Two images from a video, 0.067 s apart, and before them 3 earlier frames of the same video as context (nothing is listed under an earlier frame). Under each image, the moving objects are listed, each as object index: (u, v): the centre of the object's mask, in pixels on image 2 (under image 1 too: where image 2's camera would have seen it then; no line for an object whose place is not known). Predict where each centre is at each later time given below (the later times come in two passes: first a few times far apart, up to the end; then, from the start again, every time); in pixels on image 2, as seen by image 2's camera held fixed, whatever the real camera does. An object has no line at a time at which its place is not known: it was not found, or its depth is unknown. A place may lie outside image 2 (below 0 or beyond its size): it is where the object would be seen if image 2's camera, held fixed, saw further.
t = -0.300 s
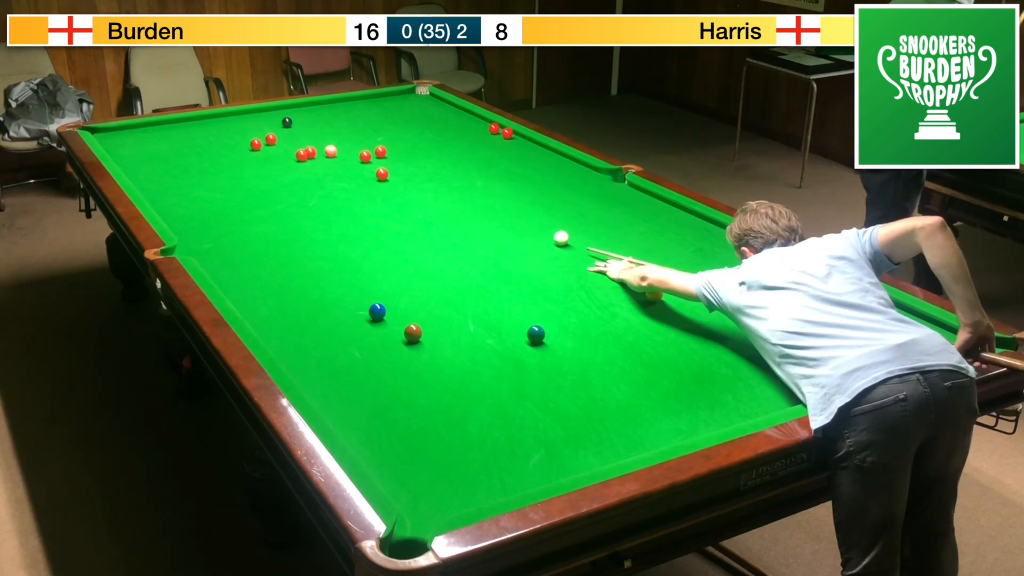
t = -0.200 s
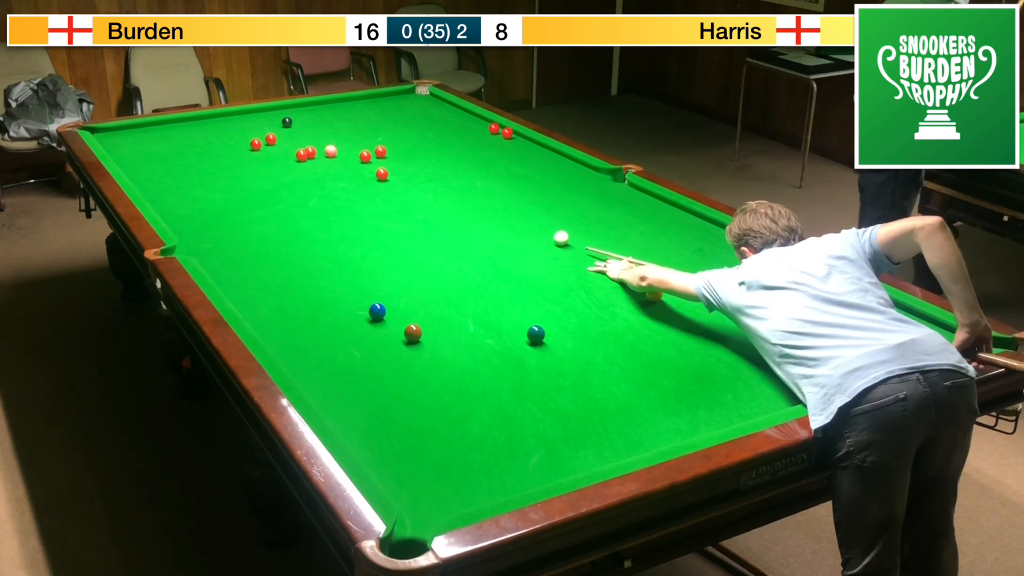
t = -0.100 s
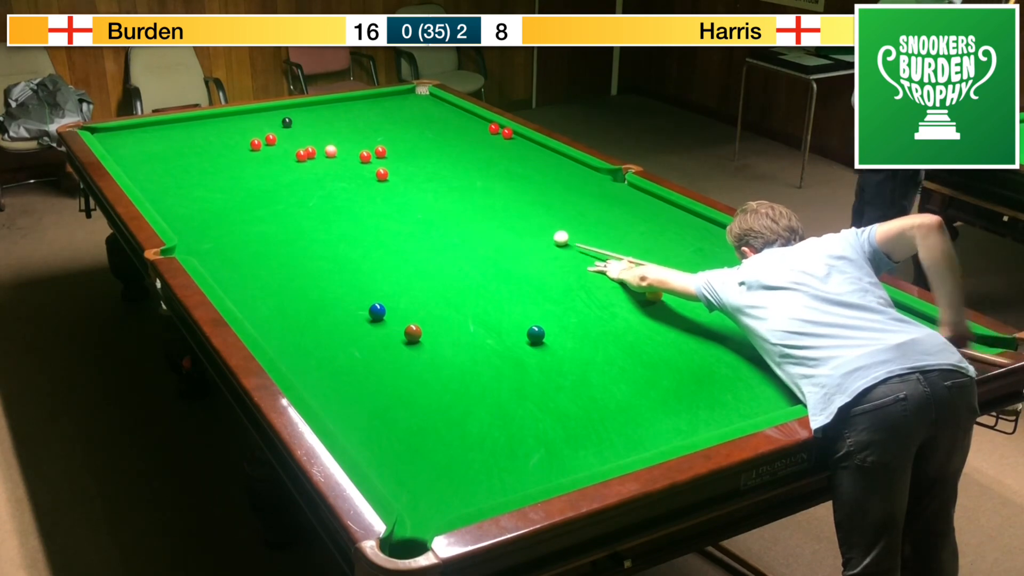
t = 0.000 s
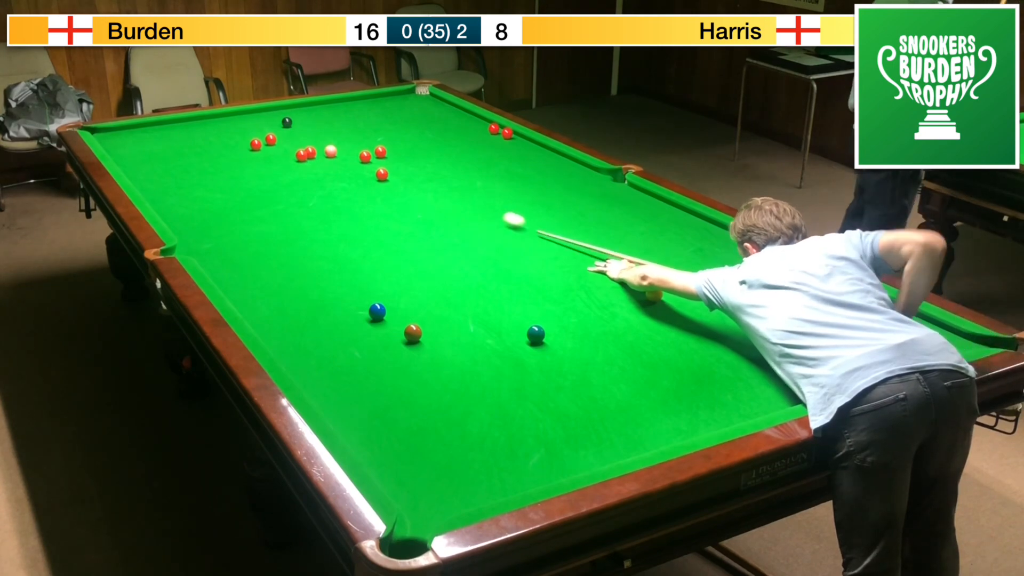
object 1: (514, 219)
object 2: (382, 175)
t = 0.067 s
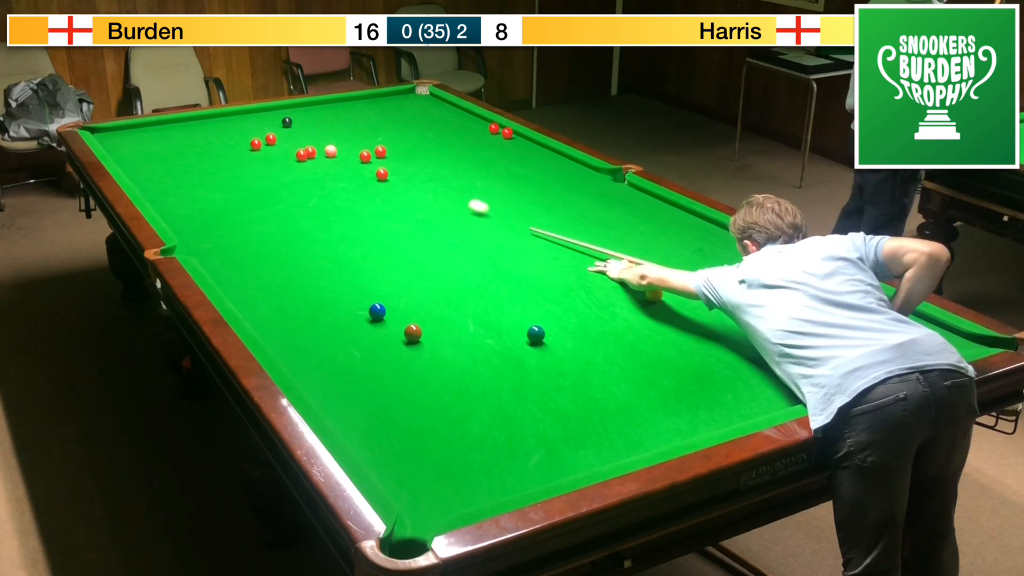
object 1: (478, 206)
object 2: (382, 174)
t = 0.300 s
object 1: (395, 173)
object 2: (370, 172)
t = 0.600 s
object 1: (410, 160)
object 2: (275, 157)
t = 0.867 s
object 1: (421, 149)
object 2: (209, 145)
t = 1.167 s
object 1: (432, 139)
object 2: (142, 134)
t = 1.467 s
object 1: (442, 129)
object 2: (97, 134)
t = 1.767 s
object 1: (450, 121)
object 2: (126, 140)
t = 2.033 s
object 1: (458, 115)
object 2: (150, 145)
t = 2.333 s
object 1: (459, 109)
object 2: (177, 150)
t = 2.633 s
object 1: (443, 107)
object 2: (205, 155)
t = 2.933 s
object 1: (430, 106)
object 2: (228, 160)
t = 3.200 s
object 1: (421, 105)
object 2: (247, 164)
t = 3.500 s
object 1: (411, 104)
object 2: (267, 168)
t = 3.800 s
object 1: (404, 103)
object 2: (285, 171)
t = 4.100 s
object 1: (398, 103)
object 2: (301, 175)
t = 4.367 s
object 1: (395, 102)
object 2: (315, 178)
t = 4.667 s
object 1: (393, 102)
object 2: (327, 181)
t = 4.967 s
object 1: (392, 102)
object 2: (338, 183)
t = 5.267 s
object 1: (392, 102)
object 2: (347, 185)
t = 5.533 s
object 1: (392, 102)
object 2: (354, 187)
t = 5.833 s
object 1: (392, 102)
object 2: (359, 188)
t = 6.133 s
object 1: (392, 102)
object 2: (363, 189)
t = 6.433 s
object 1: (392, 102)
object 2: (365, 189)
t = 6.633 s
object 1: (392, 102)
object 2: (366, 189)
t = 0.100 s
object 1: (462, 200)
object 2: (382, 174)
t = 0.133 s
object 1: (447, 195)
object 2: (382, 174)
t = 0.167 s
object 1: (433, 189)
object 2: (382, 174)
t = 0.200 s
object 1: (419, 184)
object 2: (382, 174)
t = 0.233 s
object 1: (407, 180)
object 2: (382, 175)
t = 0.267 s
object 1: (395, 175)
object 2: (382, 174)
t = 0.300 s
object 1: (395, 173)
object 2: (370, 172)
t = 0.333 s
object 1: (398, 172)
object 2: (357, 170)
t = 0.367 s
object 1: (399, 170)
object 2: (345, 168)
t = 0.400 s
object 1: (401, 168)
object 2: (333, 166)
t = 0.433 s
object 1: (403, 167)
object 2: (322, 164)
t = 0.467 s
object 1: (404, 165)
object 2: (312, 163)
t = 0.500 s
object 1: (406, 164)
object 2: (302, 161)
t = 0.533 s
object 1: (407, 163)
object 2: (292, 159)
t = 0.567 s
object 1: (408, 161)
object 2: (284, 158)
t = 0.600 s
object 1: (410, 160)
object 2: (275, 157)
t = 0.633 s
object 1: (411, 158)
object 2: (267, 155)
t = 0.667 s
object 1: (413, 157)
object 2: (258, 154)
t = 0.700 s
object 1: (414, 156)
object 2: (249, 152)
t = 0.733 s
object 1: (416, 154)
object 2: (241, 151)
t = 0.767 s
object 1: (417, 153)
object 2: (233, 149)
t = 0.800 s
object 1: (418, 152)
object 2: (225, 148)
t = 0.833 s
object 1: (420, 151)
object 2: (217, 147)
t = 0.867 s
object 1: (421, 149)
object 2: (209, 145)
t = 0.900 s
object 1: (422, 148)
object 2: (202, 144)
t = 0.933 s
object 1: (423, 147)
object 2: (194, 143)
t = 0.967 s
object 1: (425, 146)
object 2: (186, 142)
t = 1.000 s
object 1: (426, 144)
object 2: (179, 140)
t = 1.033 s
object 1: (427, 143)
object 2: (171, 139)
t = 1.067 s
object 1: (428, 142)
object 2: (164, 138)
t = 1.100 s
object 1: (429, 141)
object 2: (157, 137)
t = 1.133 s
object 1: (431, 140)
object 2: (149, 135)
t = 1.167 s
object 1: (432, 139)
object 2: (142, 134)
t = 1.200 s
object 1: (433, 138)
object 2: (135, 133)
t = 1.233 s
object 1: (434, 137)
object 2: (128, 132)
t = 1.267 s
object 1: (435, 136)
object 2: (122, 131)
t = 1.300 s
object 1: (436, 134)
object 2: (115, 130)
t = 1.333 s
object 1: (437, 133)
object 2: (108, 129)
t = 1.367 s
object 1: (438, 132)
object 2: (105, 131)
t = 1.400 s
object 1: (440, 131)
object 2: (102, 132)
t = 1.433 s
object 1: (441, 130)
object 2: (100, 133)
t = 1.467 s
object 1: (442, 129)
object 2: (97, 134)
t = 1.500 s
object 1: (443, 128)
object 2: (100, 135)
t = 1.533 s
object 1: (444, 128)
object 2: (103, 136)
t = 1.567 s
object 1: (445, 126)
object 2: (106, 137)
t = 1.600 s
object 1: (446, 126)
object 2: (109, 137)
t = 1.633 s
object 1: (447, 125)
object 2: (113, 138)
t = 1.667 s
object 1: (448, 124)
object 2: (116, 138)
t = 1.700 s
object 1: (448, 123)
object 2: (119, 139)
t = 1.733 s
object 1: (450, 122)
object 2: (122, 139)
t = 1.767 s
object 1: (450, 121)
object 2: (126, 140)
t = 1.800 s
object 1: (451, 120)
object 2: (129, 141)
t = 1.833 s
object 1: (452, 119)
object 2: (132, 141)
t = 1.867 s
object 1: (453, 119)
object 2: (135, 142)
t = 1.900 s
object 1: (454, 118)
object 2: (138, 142)
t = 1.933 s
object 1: (455, 117)
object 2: (141, 143)
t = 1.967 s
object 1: (456, 116)
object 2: (144, 143)
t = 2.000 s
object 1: (457, 115)
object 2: (147, 144)
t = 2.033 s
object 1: (458, 115)
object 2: (150, 145)
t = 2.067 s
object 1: (458, 114)
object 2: (153, 145)
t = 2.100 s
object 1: (459, 113)
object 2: (156, 146)
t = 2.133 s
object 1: (460, 112)
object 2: (159, 146)
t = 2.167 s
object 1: (461, 112)
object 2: (162, 147)
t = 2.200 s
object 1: (461, 111)
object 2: (165, 147)
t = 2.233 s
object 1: (462, 110)
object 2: (168, 148)
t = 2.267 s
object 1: (462, 110)
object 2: (171, 148)
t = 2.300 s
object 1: (460, 109)
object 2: (174, 149)
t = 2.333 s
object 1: (459, 109)
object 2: (177, 150)
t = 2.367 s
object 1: (457, 109)
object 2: (180, 150)
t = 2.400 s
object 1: (455, 109)
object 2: (183, 151)
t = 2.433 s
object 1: (454, 109)
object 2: (186, 151)
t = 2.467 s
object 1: (452, 108)
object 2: (189, 152)
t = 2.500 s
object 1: (450, 108)
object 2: (191, 152)
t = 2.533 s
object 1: (449, 108)
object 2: (194, 153)
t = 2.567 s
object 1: (446, 108)
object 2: (200, 154)
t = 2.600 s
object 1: (444, 108)
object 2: (202, 154)
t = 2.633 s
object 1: (443, 107)
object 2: (205, 155)
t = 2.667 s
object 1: (441, 107)
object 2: (208, 155)
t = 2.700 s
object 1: (440, 107)
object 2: (210, 156)
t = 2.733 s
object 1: (438, 107)
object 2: (213, 157)
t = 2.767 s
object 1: (437, 107)
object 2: (216, 157)
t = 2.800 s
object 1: (436, 106)
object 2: (218, 158)
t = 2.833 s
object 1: (434, 106)
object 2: (221, 158)
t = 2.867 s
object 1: (433, 106)
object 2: (223, 159)
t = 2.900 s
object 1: (432, 106)
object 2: (226, 159)
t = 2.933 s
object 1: (430, 106)
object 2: (228, 160)
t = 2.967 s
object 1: (429, 106)
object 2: (231, 160)
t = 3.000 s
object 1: (428, 105)
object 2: (233, 160)
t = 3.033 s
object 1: (427, 105)
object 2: (236, 161)
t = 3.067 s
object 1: (425, 105)
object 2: (238, 162)
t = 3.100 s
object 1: (424, 105)
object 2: (240, 162)
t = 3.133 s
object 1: (423, 105)
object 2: (243, 163)
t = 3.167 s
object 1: (422, 105)
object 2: (245, 163)
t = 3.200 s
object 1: (421, 105)
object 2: (247, 164)
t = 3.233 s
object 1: (420, 105)
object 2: (250, 164)
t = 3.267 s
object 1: (418, 104)
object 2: (252, 165)
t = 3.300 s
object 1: (417, 104)
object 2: (254, 165)
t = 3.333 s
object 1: (416, 104)
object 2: (256, 165)
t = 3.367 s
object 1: (415, 104)
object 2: (259, 166)
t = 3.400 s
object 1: (414, 104)
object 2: (261, 166)
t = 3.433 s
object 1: (413, 104)
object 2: (263, 167)
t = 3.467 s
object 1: (412, 104)
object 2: (265, 167)
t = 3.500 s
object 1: (411, 104)
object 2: (267, 168)
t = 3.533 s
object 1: (411, 104)
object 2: (269, 168)
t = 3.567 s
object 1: (410, 104)
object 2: (271, 168)
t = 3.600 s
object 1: (409, 104)
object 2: (274, 169)
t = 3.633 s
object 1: (408, 103)
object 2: (275, 169)
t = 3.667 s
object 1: (407, 103)
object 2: (278, 170)
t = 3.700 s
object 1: (406, 103)
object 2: (279, 170)
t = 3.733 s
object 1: (406, 103)
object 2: (282, 171)
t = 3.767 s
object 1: (405, 103)
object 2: (283, 171)
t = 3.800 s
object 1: (404, 103)
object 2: (285, 171)
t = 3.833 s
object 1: (403, 103)
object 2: (287, 172)
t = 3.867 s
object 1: (403, 103)
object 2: (289, 172)
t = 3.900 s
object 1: (402, 103)
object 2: (291, 173)
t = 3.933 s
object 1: (401, 103)
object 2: (293, 173)
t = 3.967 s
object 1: (401, 103)
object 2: (295, 173)
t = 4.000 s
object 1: (400, 103)
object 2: (296, 174)
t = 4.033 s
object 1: (399, 103)
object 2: (298, 174)
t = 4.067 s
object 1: (399, 103)
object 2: (300, 175)
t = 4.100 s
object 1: (398, 103)
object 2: (301, 175)
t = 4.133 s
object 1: (398, 103)
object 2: (303, 176)
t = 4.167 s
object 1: (397, 103)
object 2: (305, 176)
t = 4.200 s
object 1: (397, 103)
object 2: (307, 176)
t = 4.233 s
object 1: (397, 103)
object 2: (308, 176)
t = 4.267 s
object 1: (396, 102)
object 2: (310, 177)
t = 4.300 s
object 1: (396, 103)
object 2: (311, 177)
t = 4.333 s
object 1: (395, 102)
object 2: (313, 178)
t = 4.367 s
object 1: (395, 102)
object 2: (315, 178)
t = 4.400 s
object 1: (395, 102)
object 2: (316, 178)
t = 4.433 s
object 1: (394, 102)
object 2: (317, 178)
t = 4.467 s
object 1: (394, 102)
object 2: (319, 179)
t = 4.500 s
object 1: (394, 103)
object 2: (320, 179)
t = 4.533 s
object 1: (394, 102)
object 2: (322, 180)
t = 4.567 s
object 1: (393, 102)
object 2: (323, 180)
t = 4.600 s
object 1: (393, 102)
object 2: (324, 180)
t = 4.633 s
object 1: (393, 102)
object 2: (326, 180)
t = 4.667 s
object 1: (393, 102)
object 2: (327, 181)
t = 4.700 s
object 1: (393, 102)
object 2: (328, 181)
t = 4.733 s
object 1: (393, 102)
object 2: (330, 181)
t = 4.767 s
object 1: (393, 102)
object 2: (331, 182)
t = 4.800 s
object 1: (393, 102)
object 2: (332, 182)
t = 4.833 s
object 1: (392, 102)
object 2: (333, 182)
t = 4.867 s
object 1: (392, 102)
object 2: (335, 182)
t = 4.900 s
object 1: (392, 102)
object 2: (336, 183)
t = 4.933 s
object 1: (392, 102)
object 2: (337, 183)
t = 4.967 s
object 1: (392, 102)
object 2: (338, 183)
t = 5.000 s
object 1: (392, 102)
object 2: (339, 184)
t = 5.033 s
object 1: (392, 102)
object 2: (340, 184)
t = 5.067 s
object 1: (392, 102)
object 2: (341, 184)
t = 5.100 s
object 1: (392, 102)
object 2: (342, 184)
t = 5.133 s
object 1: (392, 102)
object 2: (343, 184)
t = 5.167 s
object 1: (392, 102)
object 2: (345, 185)
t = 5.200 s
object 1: (392, 102)
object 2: (346, 185)
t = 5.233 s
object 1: (392, 102)
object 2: (346, 185)
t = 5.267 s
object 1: (392, 102)
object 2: (347, 185)
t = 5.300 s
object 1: (392, 102)
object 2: (348, 185)
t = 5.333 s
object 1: (392, 102)
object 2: (349, 186)
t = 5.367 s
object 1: (392, 102)
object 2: (350, 186)
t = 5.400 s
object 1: (392, 102)
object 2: (351, 186)
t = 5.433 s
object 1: (392, 102)
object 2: (352, 186)
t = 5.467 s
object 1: (392, 102)
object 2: (353, 186)
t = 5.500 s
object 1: (392, 102)
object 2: (353, 186)
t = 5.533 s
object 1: (392, 102)
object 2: (354, 187)
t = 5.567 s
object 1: (392, 102)
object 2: (355, 187)
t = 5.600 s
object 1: (392, 102)
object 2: (356, 187)
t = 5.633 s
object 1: (392, 102)
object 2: (356, 187)
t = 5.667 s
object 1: (392, 102)
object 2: (357, 187)
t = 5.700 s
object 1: (392, 102)
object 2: (357, 187)
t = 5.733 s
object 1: (392, 102)
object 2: (358, 188)
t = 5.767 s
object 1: (392, 102)
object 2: (358, 188)
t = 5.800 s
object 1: (392, 102)
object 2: (359, 188)
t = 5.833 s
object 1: (392, 102)
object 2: (359, 188)
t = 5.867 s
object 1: (392, 102)
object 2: (360, 188)
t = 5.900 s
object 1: (392, 102)
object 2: (361, 188)
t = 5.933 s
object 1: (392, 102)
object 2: (361, 188)
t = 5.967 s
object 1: (392, 102)
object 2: (361, 188)
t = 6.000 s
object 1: (392, 102)
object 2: (362, 188)
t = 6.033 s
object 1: (392, 102)
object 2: (362, 188)
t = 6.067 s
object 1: (392, 102)
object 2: (363, 188)
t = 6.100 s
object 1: (392, 102)
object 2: (363, 189)
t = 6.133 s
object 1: (392, 102)
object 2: (363, 189)
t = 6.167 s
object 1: (392, 102)
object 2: (364, 189)
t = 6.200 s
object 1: (392, 102)
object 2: (364, 189)
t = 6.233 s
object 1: (392, 102)
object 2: (364, 189)
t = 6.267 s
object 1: (392, 102)
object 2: (364, 189)
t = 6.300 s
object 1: (392, 102)
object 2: (365, 189)
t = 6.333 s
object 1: (392, 102)
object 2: (365, 189)
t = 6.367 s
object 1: (392, 102)
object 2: (365, 189)
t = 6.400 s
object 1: (392, 102)
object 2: (365, 189)
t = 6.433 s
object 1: (392, 102)
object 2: (365, 189)
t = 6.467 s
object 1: (392, 102)
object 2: (366, 189)
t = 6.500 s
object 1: (392, 102)
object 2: (366, 189)
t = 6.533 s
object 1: (392, 102)
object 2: (366, 189)
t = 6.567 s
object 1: (392, 102)
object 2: (366, 189)
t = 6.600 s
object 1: (392, 102)
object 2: (366, 189)
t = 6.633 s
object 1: (392, 102)
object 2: (366, 189)
